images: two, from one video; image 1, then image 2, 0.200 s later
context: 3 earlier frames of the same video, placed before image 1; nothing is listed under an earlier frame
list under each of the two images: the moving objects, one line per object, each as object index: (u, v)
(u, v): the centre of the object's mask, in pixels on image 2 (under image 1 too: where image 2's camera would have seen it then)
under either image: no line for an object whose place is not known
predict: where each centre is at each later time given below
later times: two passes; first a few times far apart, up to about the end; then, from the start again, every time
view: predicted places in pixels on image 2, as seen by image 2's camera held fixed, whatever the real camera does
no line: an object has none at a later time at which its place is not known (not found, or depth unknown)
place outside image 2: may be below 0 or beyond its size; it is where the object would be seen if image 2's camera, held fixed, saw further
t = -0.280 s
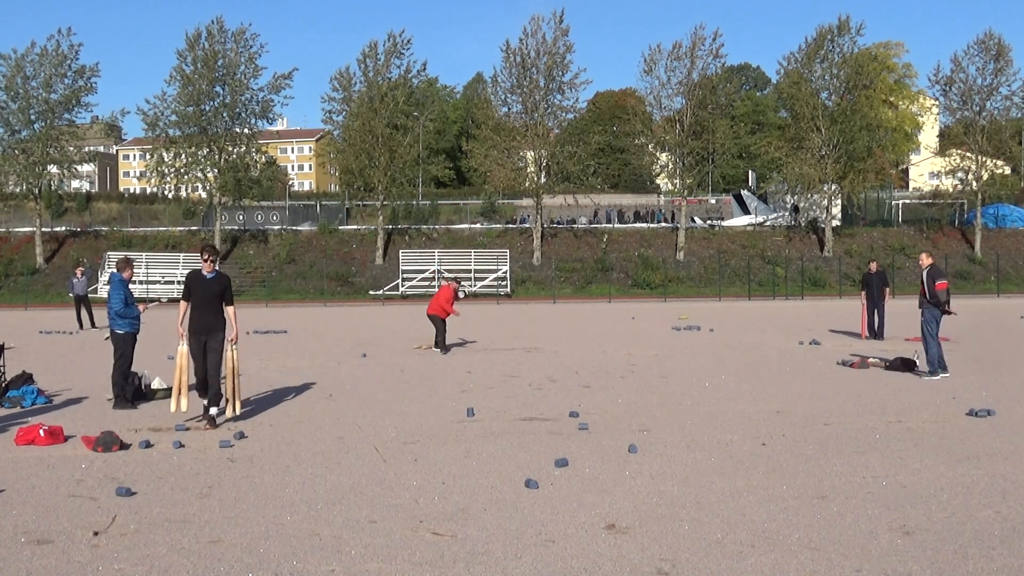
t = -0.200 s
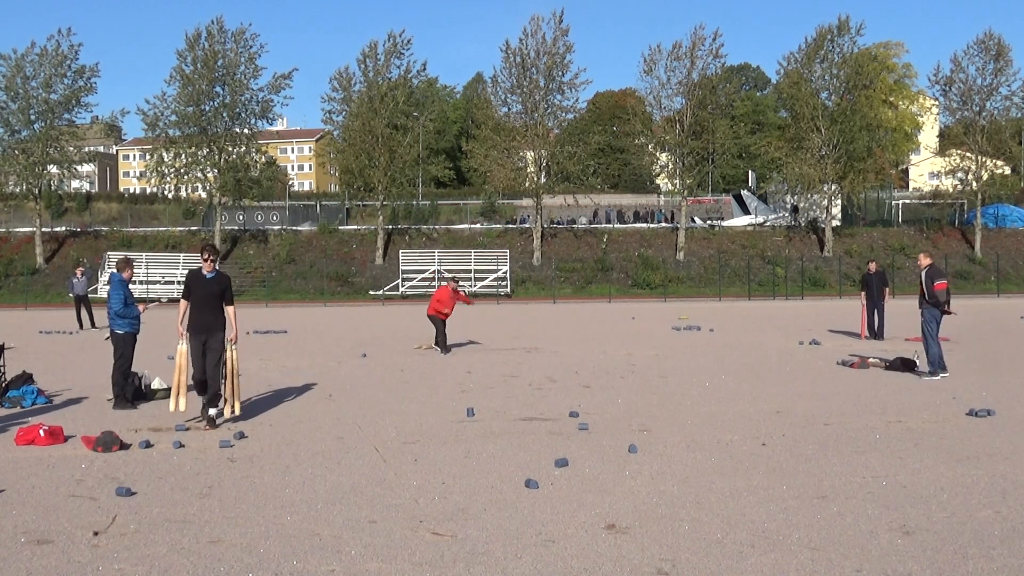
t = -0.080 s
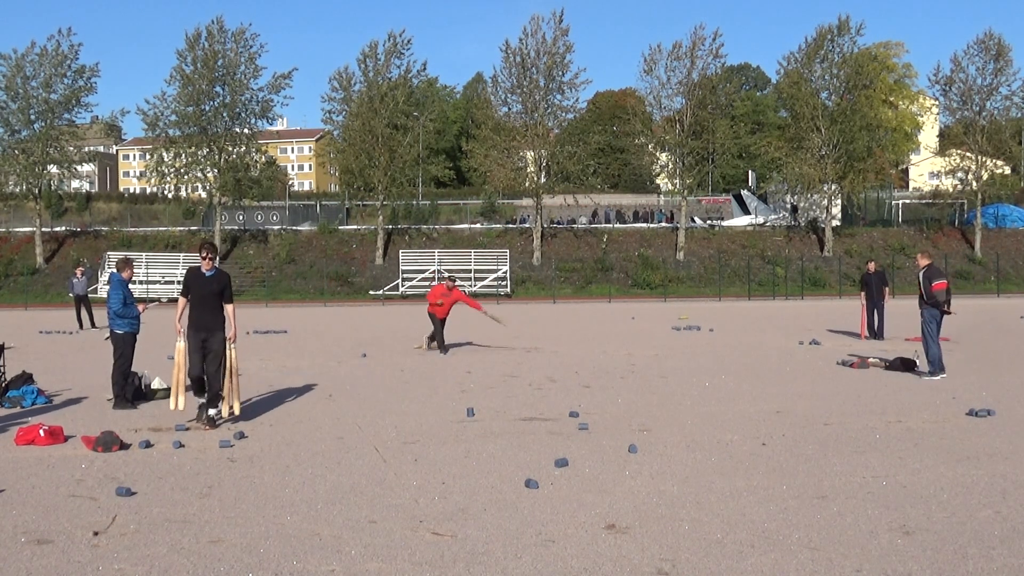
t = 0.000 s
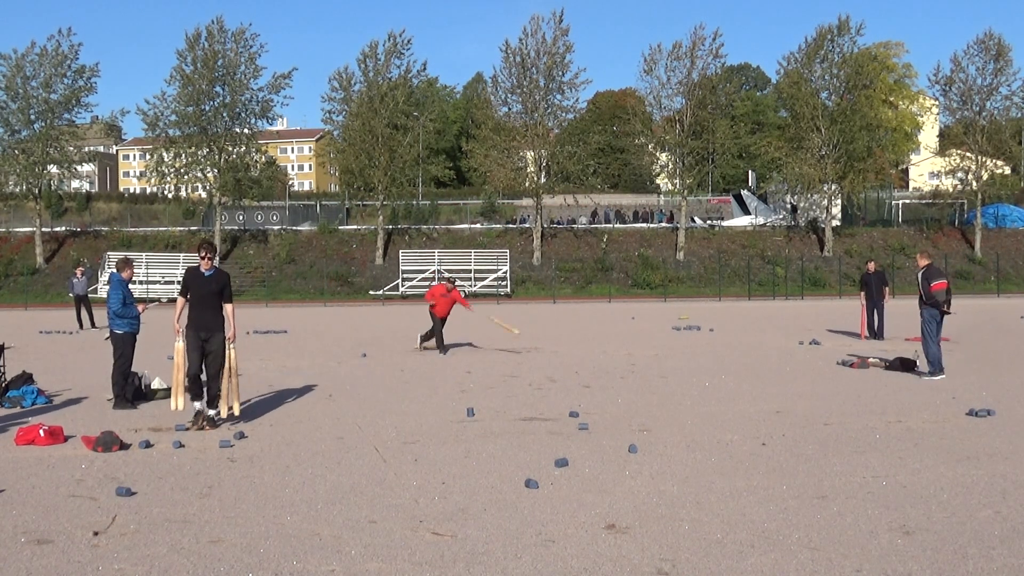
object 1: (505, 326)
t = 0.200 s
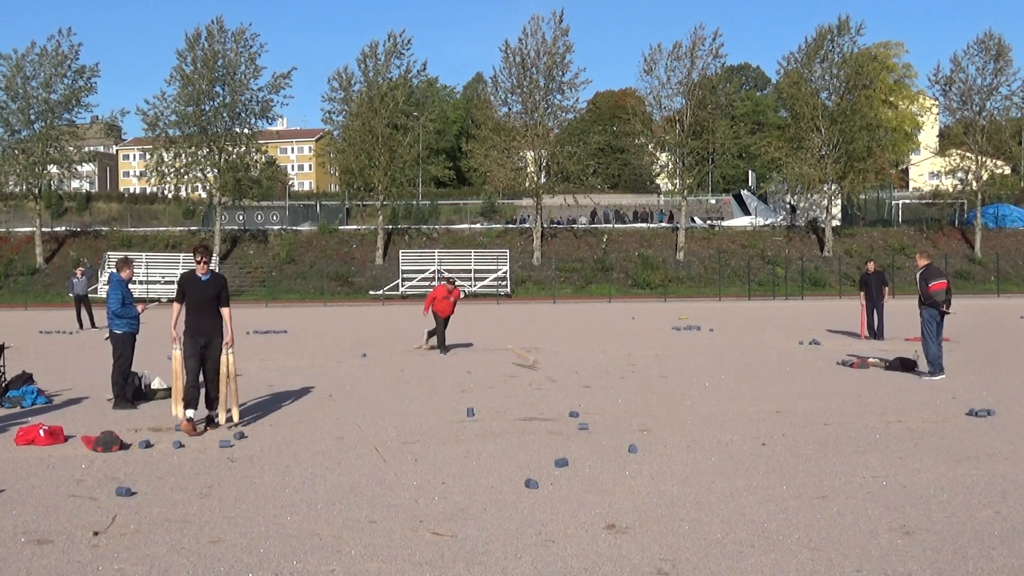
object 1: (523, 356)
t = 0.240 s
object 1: (529, 370)
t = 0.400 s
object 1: (545, 380)
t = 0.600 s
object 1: (570, 396)
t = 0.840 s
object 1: (597, 416)
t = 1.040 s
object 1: (634, 436)
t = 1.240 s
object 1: (668, 457)
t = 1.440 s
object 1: (711, 478)
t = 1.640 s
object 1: (740, 499)
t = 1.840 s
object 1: (764, 515)
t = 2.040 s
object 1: (774, 525)
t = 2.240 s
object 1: (782, 531)
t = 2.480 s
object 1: (781, 535)
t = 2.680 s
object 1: (775, 537)
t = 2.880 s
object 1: (772, 538)
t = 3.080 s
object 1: (771, 538)
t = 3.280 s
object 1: (771, 538)
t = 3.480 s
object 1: (771, 538)
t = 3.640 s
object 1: (771, 537)
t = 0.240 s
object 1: (529, 370)
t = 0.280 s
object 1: (532, 372)
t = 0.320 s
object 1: (537, 374)
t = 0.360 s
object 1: (541, 376)
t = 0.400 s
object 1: (545, 380)
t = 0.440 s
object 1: (550, 382)
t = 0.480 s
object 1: (554, 385)
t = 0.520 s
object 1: (558, 390)
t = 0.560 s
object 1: (565, 393)
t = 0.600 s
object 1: (570, 396)
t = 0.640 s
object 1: (575, 399)
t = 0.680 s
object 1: (580, 402)
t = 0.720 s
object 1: (584, 405)
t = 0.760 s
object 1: (589, 408)
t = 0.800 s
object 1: (595, 412)
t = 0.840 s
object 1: (597, 416)
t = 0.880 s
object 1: (604, 421)
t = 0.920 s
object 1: (615, 426)
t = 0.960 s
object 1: (622, 428)
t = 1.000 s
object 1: (628, 431)
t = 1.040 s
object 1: (634, 436)
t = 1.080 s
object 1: (640, 441)
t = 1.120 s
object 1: (646, 443)
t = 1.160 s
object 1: (654, 447)
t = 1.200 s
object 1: (664, 451)
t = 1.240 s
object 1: (668, 457)
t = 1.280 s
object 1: (680, 466)
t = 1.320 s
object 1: (688, 467)
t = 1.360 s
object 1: (696, 471)
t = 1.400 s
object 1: (701, 476)
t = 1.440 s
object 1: (711, 478)
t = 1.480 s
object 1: (719, 482)
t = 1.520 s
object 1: (725, 487)
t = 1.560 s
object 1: (729, 490)
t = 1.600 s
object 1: (734, 493)
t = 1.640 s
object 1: (740, 499)
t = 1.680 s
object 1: (746, 503)
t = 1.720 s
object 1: (750, 506)
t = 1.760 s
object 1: (753, 511)
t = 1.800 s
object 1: (762, 512)
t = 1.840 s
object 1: (764, 515)
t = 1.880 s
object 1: (767, 518)
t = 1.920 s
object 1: (769, 520)
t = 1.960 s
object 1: (770, 522)
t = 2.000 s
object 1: (772, 524)
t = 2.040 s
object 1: (774, 525)
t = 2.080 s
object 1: (776, 526)
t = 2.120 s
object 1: (778, 527)
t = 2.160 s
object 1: (781, 528)
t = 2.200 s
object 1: (782, 530)
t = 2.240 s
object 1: (782, 531)
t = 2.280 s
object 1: (783, 532)
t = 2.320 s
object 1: (784, 533)
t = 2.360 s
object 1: (783, 533)
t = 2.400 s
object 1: (782, 534)
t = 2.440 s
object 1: (782, 535)
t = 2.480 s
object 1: (781, 535)
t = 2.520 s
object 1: (779, 535)
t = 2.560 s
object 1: (778, 536)
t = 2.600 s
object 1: (777, 536)
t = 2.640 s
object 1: (776, 537)
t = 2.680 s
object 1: (775, 537)
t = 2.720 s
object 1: (774, 537)
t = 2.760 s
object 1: (774, 537)
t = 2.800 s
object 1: (773, 537)
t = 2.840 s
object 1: (772, 537)
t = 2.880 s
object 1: (772, 538)
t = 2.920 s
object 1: (772, 538)
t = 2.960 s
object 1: (771, 538)
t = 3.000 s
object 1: (771, 538)
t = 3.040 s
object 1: (771, 538)
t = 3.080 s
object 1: (771, 538)
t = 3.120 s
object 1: (771, 538)
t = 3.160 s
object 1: (771, 538)
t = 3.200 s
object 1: (771, 538)
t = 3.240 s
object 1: (770, 538)
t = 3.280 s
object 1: (771, 538)
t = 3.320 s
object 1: (771, 538)
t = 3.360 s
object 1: (771, 538)
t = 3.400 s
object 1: (771, 538)
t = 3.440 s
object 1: (771, 538)
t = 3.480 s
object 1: (771, 538)
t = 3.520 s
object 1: (771, 538)
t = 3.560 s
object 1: (771, 538)
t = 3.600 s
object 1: (771, 538)
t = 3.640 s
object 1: (771, 537)
